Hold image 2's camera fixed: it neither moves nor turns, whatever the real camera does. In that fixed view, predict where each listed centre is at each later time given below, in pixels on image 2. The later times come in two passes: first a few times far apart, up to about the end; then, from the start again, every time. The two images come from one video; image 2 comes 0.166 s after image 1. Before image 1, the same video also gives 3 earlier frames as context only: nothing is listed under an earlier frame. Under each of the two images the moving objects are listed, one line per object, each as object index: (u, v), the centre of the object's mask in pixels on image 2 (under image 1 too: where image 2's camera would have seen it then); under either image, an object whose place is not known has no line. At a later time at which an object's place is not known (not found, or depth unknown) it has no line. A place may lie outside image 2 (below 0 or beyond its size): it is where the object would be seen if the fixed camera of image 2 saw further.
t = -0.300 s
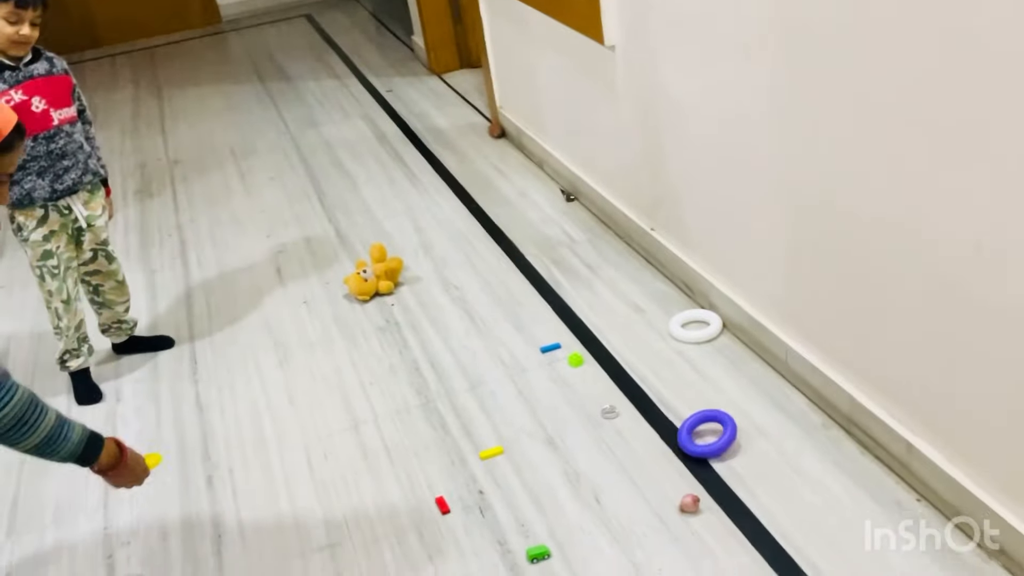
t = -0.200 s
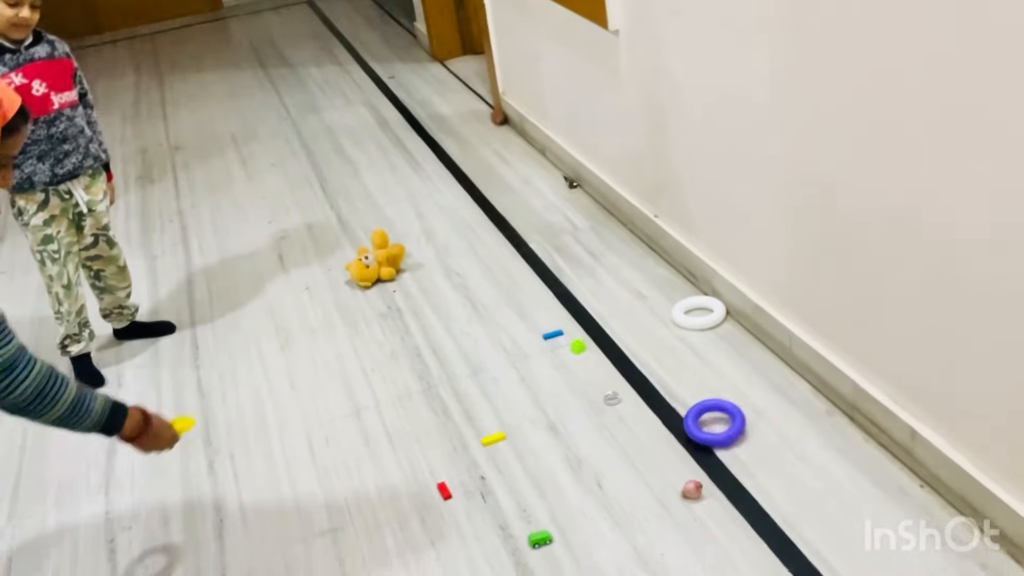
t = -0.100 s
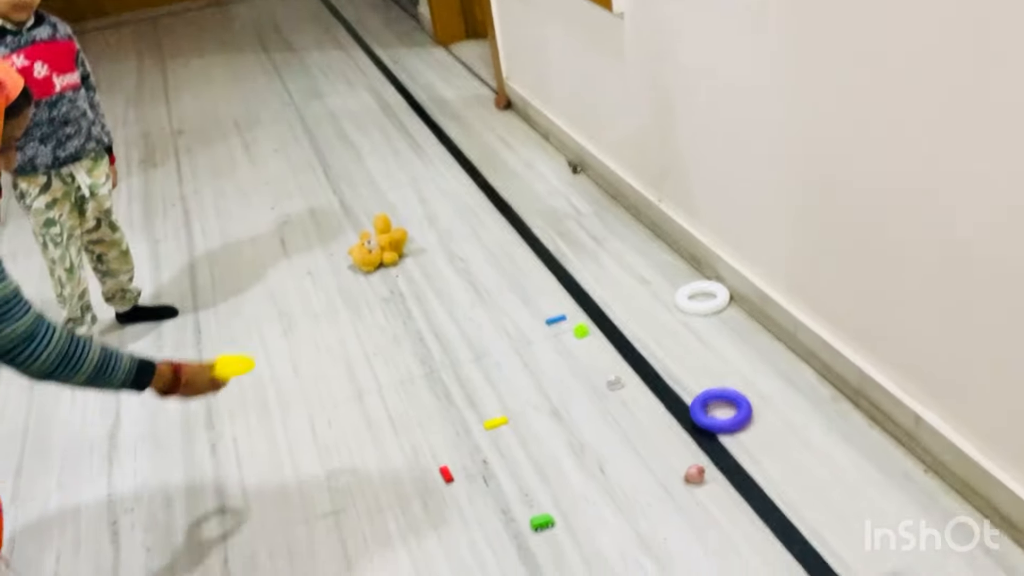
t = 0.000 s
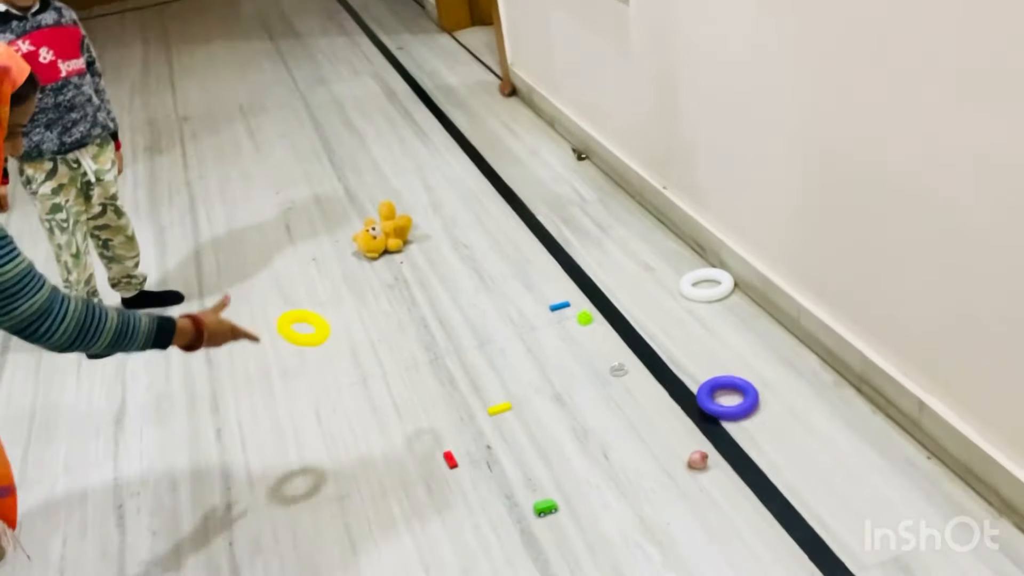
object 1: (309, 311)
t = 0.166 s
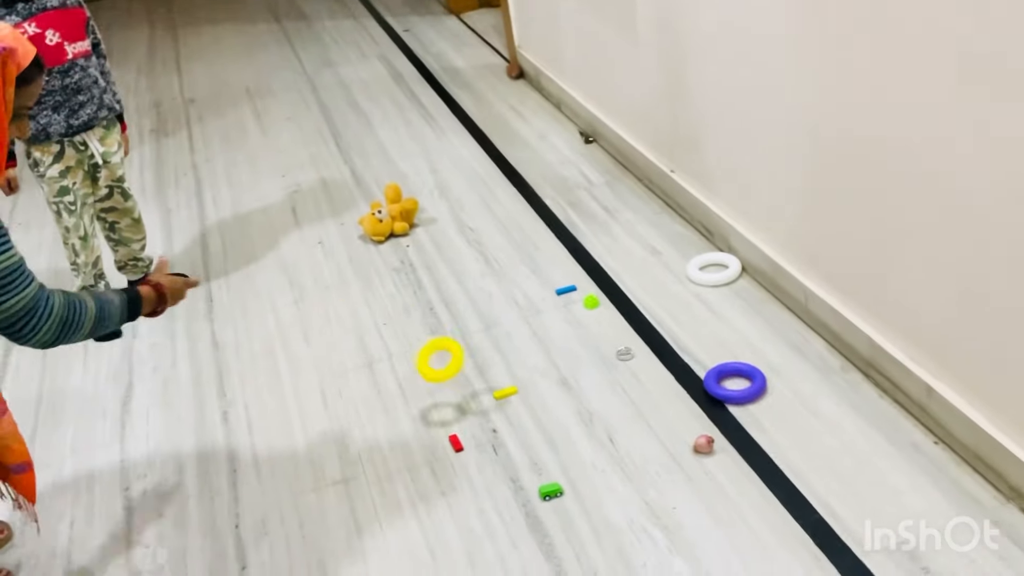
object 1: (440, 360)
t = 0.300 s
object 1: (505, 350)
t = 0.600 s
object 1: (596, 312)
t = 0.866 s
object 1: (675, 301)
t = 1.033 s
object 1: (706, 275)
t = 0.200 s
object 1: (466, 381)
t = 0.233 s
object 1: (484, 383)
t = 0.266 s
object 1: (494, 364)
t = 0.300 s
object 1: (505, 350)
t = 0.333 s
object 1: (516, 339)
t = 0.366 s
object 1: (528, 333)
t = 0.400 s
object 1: (540, 332)
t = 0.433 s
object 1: (553, 335)
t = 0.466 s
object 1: (565, 342)
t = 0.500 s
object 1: (573, 326)
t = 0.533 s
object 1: (580, 317)
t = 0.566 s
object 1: (588, 313)
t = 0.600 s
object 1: (596, 312)
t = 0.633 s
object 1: (605, 316)
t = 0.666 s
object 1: (615, 315)
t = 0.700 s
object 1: (625, 311)
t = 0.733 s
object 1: (634, 305)
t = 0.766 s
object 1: (644, 299)
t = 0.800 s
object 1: (654, 295)
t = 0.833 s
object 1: (664, 296)
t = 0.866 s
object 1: (675, 301)
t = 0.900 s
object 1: (683, 294)
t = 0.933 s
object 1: (691, 291)
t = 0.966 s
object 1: (696, 283)
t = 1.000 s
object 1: (701, 276)
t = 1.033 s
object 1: (706, 275)
